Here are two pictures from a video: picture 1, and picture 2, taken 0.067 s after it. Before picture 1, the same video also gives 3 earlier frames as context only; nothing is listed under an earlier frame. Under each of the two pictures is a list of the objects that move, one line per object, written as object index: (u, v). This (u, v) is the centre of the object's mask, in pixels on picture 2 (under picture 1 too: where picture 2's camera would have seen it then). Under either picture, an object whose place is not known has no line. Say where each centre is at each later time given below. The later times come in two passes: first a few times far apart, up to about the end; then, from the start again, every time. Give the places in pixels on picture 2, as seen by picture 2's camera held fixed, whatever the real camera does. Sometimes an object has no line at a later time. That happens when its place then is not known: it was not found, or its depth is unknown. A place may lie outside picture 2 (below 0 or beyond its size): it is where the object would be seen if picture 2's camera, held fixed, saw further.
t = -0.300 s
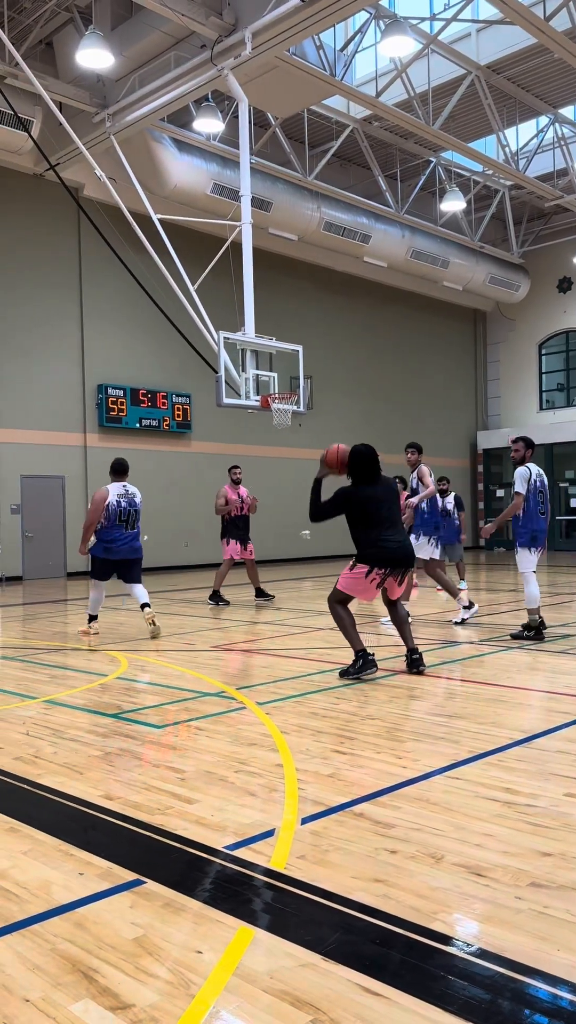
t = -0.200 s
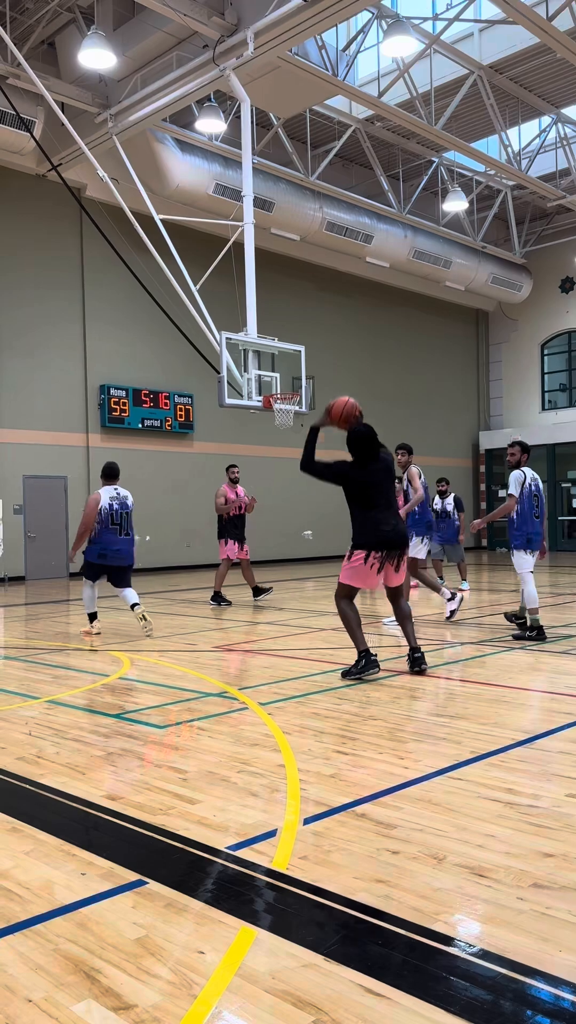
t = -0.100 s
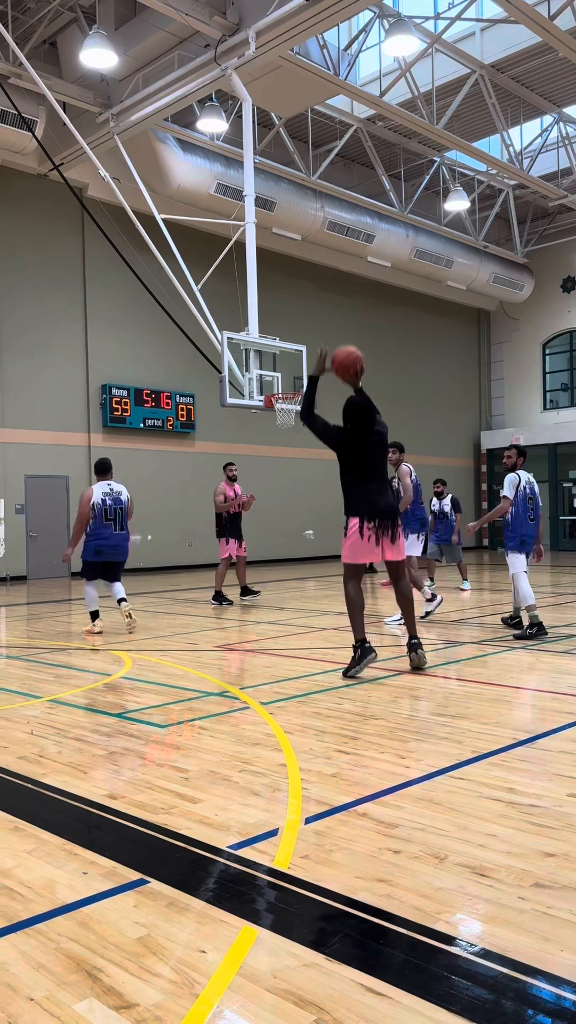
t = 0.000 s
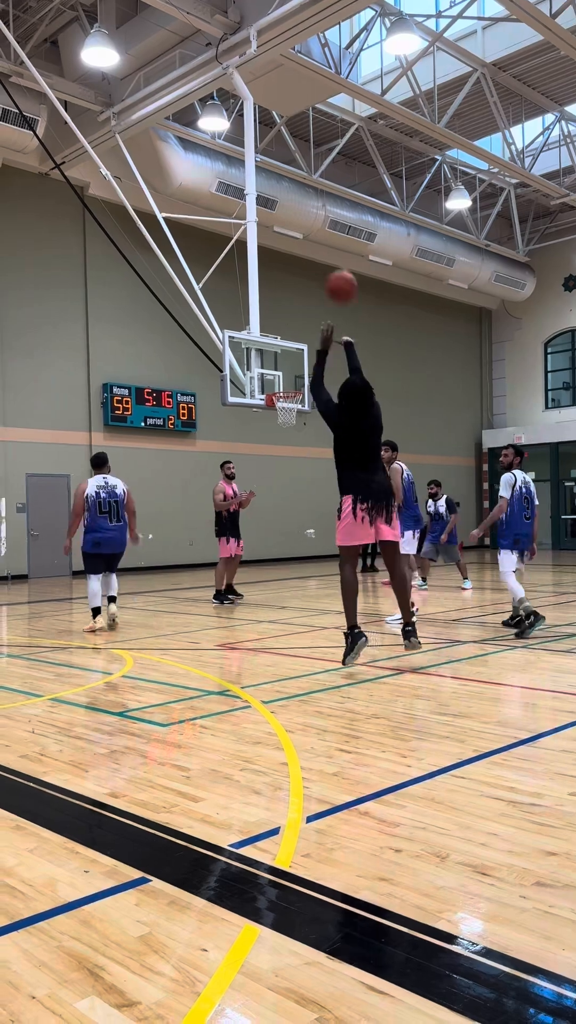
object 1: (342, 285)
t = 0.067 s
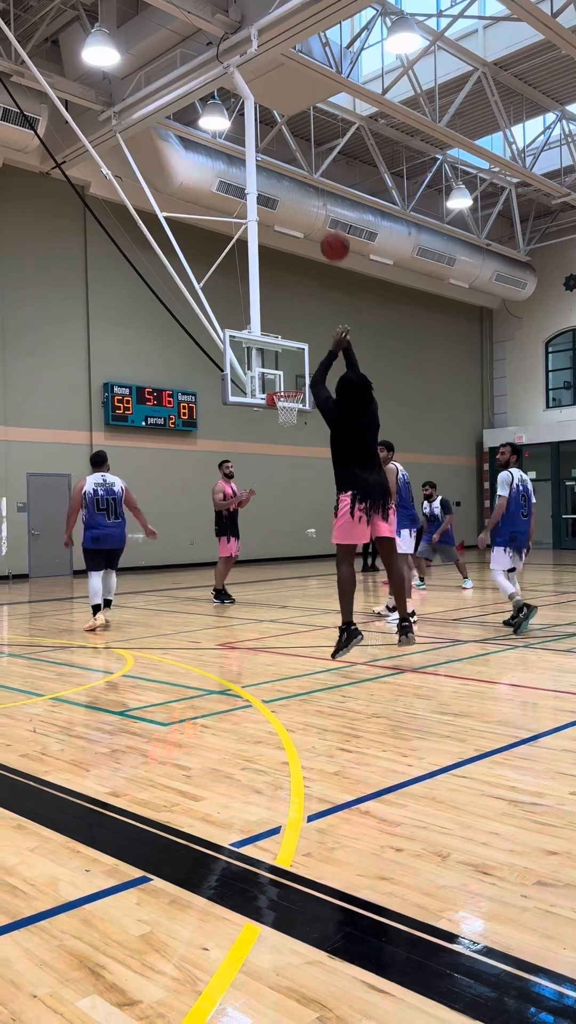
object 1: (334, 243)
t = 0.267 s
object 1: (317, 169)
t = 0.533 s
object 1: (304, 157)
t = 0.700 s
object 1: (297, 179)
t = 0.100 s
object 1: (331, 229)
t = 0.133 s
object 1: (327, 210)
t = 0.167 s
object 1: (325, 197)
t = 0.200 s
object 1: (322, 185)
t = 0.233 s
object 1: (321, 177)
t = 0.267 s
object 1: (317, 169)
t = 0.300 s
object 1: (315, 164)
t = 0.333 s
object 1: (313, 158)
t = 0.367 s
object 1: (311, 155)
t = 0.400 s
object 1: (310, 155)
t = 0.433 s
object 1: (308, 154)
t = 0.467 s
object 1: (307, 154)
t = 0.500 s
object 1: (305, 155)
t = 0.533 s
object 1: (304, 157)
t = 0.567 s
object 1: (302, 159)
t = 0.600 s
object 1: (300, 163)
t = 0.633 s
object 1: (299, 168)
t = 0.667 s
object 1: (298, 173)
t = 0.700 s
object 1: (297, 179)
